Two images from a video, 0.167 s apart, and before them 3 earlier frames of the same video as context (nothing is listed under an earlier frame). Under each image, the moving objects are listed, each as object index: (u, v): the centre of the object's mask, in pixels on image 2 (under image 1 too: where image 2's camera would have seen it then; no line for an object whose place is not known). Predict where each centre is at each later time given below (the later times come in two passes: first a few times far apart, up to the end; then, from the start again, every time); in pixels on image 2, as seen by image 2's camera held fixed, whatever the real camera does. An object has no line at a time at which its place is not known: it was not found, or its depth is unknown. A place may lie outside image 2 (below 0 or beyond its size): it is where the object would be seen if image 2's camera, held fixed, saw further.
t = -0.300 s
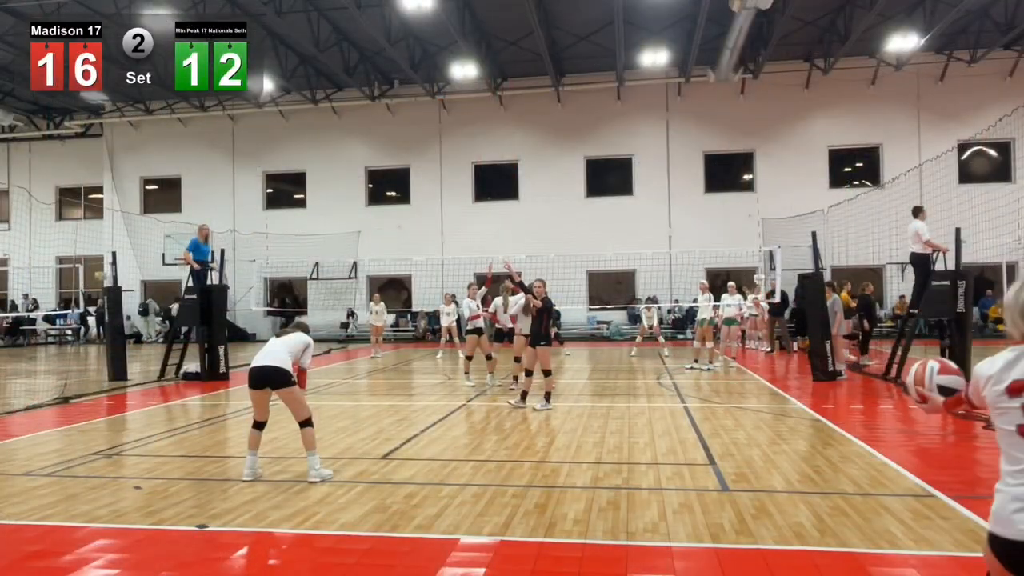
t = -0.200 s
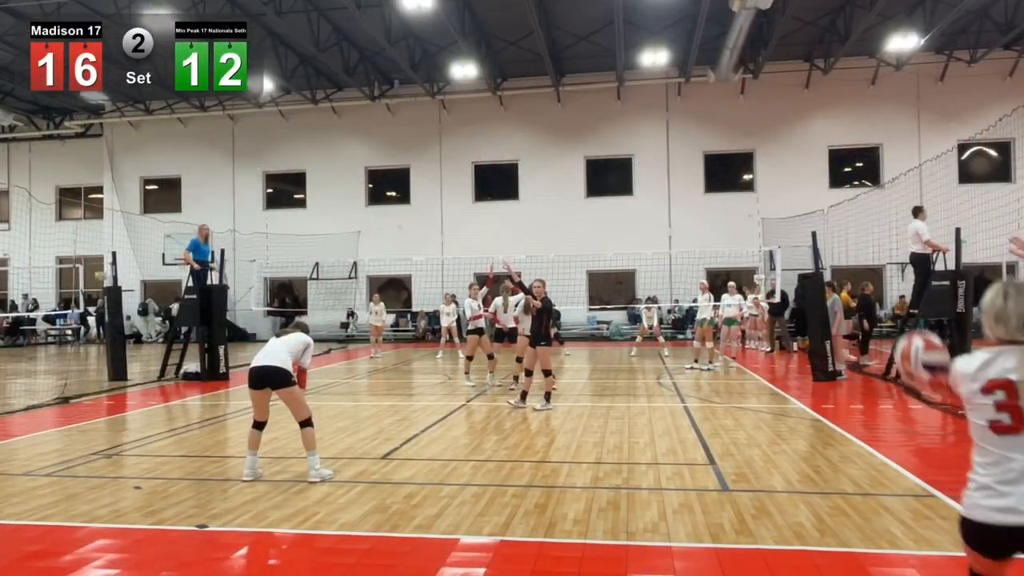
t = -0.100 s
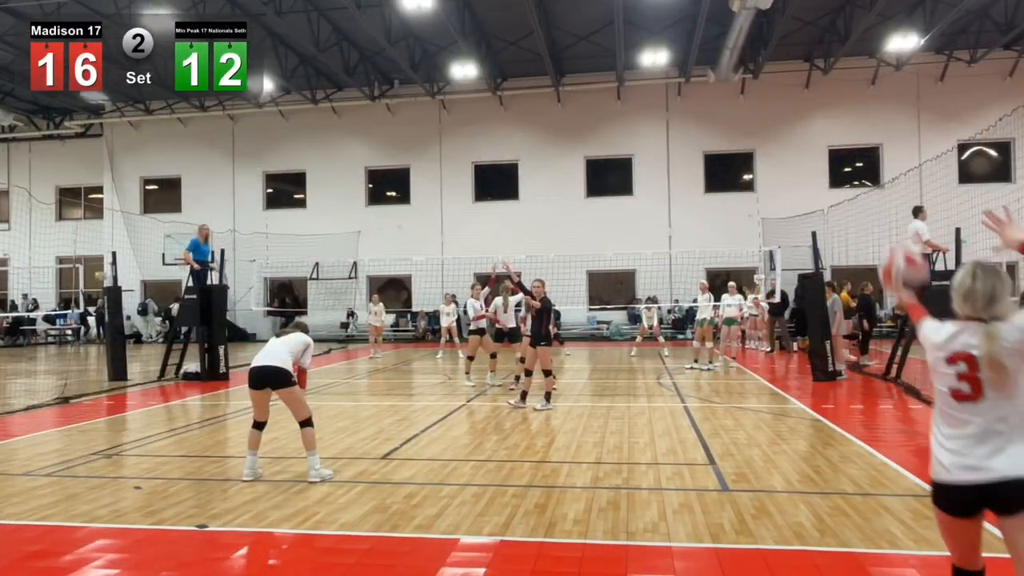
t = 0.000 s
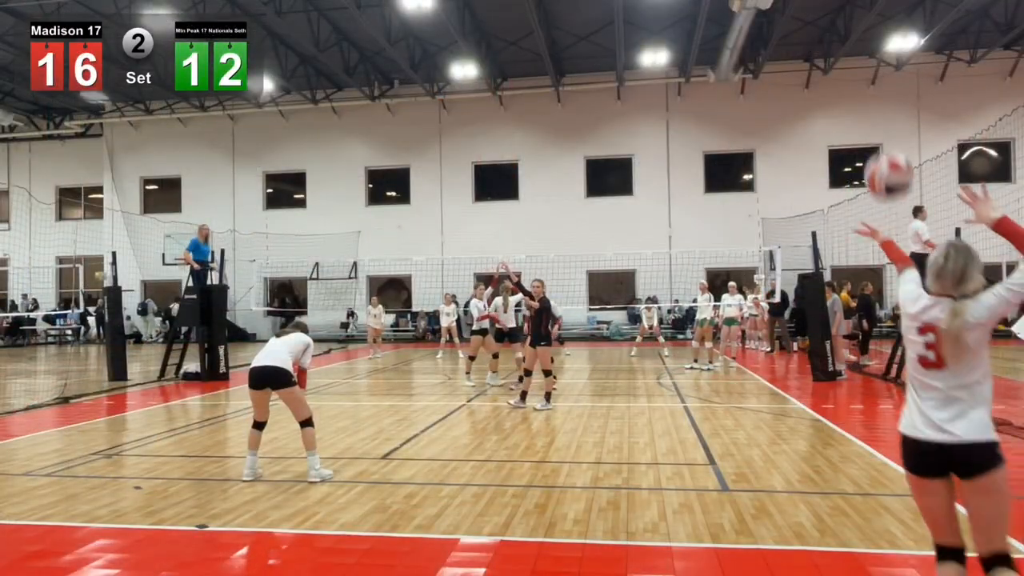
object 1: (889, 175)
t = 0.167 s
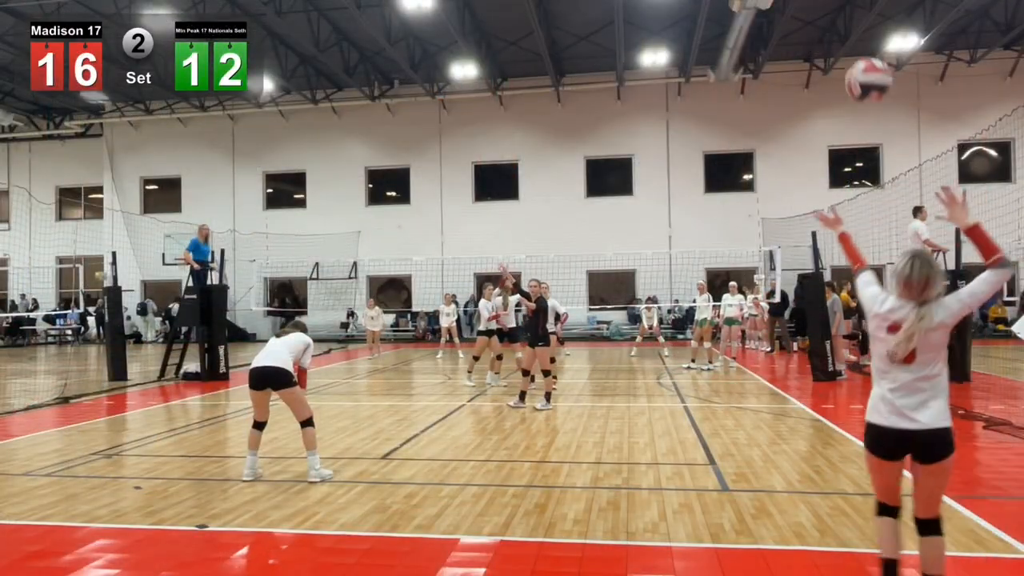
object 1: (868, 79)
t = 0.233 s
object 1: (861, 61)
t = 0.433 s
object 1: (841, 53)
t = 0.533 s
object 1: (832, 75)
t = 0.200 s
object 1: (865, 68)
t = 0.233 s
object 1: (861, 61)
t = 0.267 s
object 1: (858, 54)
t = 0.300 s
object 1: (854, 49)
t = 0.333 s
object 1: (850, 48)
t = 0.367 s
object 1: (847, 47)
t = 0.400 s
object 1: (844, 49)
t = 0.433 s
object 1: (841, 53)
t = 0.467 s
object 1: (838, 58)
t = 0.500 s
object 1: (835, 65)
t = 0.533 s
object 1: (832, 75)
